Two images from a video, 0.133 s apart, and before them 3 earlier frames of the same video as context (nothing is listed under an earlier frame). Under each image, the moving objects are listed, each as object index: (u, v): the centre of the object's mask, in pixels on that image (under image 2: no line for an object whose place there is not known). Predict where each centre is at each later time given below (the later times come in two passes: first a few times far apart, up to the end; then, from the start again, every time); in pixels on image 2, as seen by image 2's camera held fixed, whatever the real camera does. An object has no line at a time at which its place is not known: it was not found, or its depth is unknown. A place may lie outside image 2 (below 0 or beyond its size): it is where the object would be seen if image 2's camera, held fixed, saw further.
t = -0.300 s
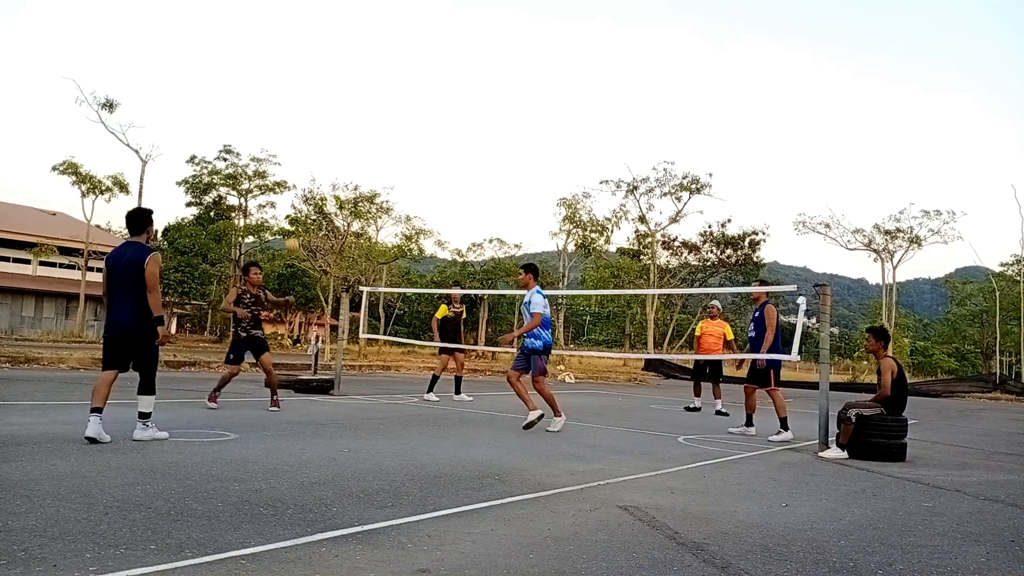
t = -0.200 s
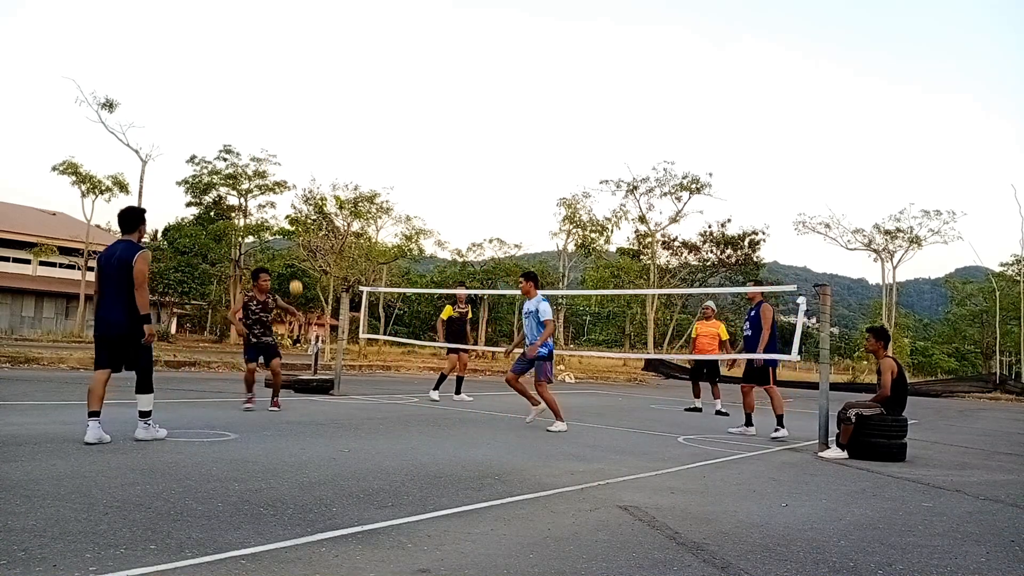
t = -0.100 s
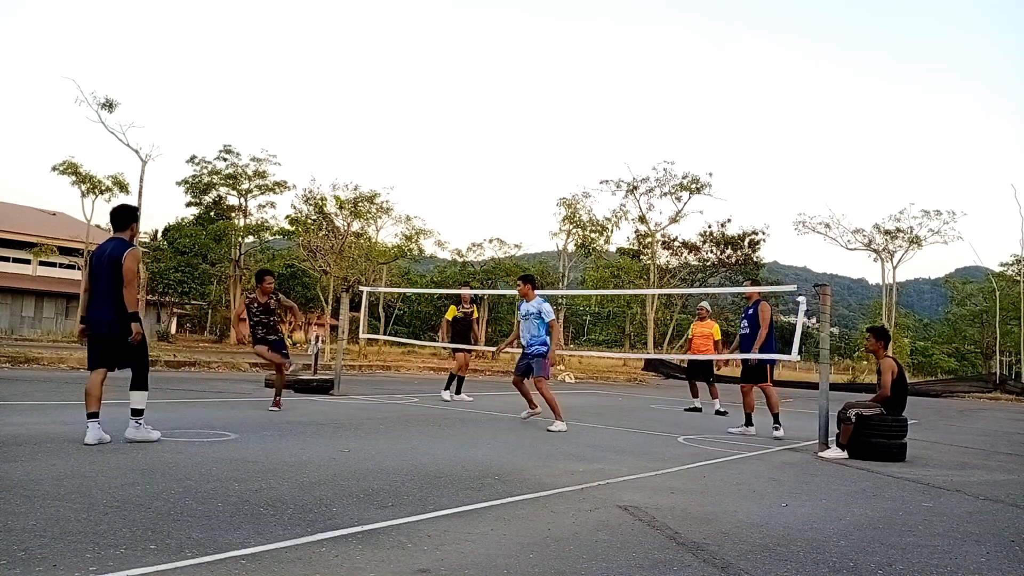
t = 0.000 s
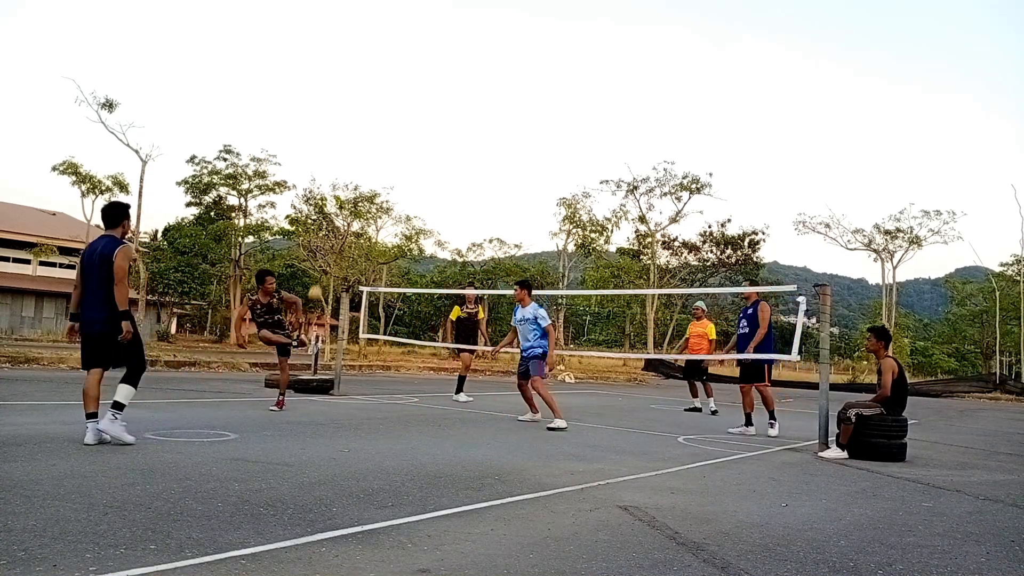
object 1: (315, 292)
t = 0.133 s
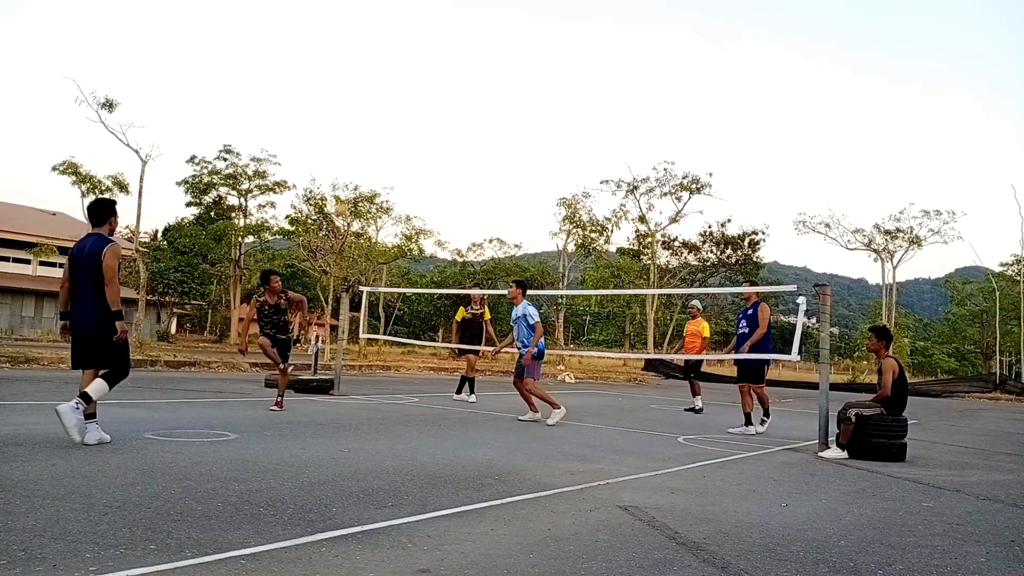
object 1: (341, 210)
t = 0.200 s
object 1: (353, 175)
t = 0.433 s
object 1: (393, 83)
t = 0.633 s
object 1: (425, 42)
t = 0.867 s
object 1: (461, 40)
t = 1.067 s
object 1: (490, 79)
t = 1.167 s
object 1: (504, 115)
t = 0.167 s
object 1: (346, 192)
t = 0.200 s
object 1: (353, 175)
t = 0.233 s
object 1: (359, 159)
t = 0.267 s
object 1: (364, 144)
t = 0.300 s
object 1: (370, 130)
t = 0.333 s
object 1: (376, 117)
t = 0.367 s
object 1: (382, 105)
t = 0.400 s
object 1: (388, 93)
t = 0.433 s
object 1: (393, 83)
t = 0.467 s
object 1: (398, 74)
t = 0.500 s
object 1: (404, 66)
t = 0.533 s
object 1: (409, 58)
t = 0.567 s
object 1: (415, 52)
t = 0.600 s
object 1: (420, 46)
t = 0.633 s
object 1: (425, 42)
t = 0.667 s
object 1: (431, 39)
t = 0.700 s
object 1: (436, 36)
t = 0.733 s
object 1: (441, 35)
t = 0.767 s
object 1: (446, 34)
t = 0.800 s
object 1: (451, 35)
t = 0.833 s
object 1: (456, 37)
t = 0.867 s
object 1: (461, 40)
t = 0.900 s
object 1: (466, 43)
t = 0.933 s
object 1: (471, 48)
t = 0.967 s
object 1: (476, 54)
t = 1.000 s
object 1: (481, 62)
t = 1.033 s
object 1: (485, 70)
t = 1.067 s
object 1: (490, 79)
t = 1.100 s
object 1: (495, 90)
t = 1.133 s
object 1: (499, 102)
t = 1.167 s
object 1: (504, 115)
